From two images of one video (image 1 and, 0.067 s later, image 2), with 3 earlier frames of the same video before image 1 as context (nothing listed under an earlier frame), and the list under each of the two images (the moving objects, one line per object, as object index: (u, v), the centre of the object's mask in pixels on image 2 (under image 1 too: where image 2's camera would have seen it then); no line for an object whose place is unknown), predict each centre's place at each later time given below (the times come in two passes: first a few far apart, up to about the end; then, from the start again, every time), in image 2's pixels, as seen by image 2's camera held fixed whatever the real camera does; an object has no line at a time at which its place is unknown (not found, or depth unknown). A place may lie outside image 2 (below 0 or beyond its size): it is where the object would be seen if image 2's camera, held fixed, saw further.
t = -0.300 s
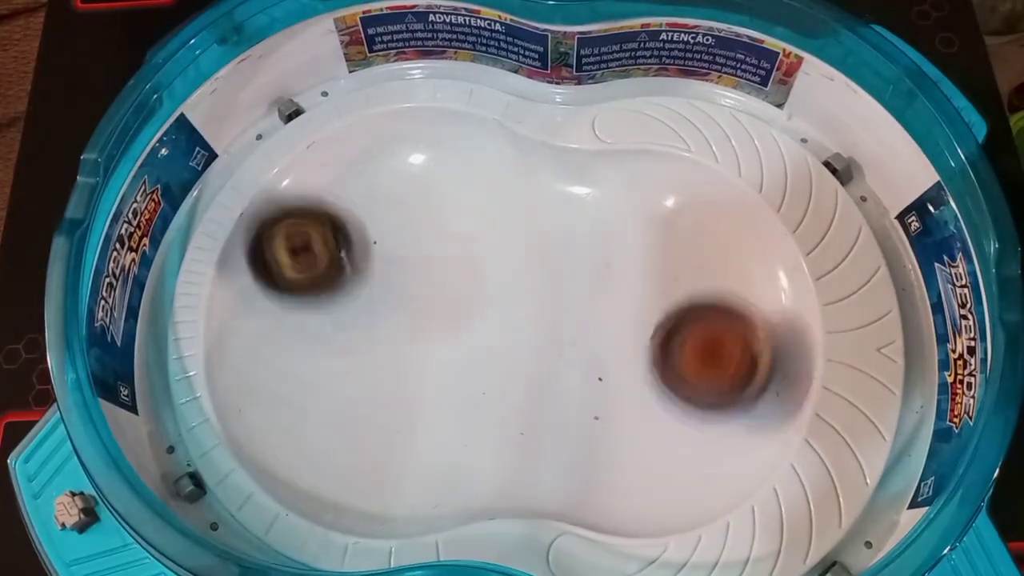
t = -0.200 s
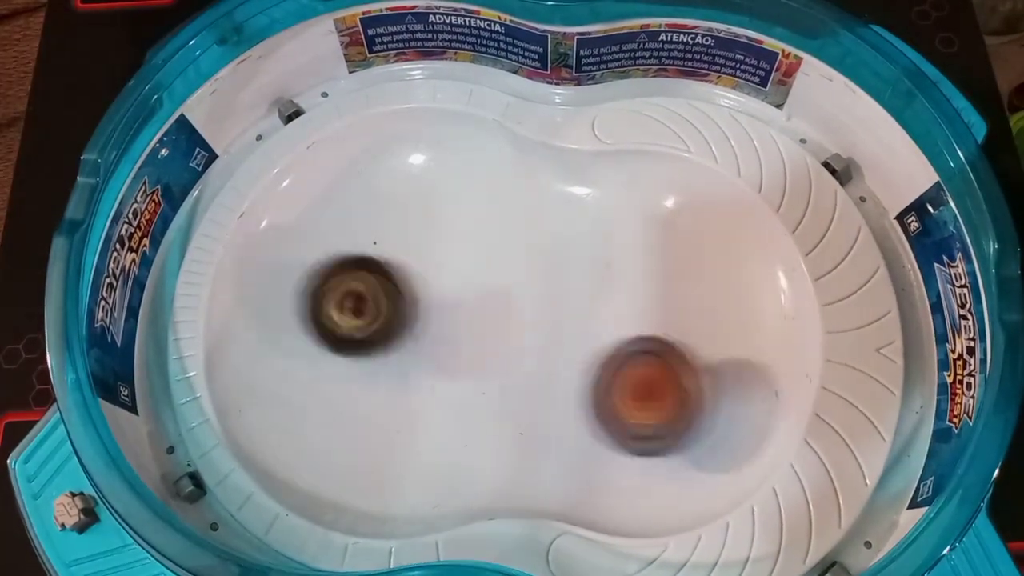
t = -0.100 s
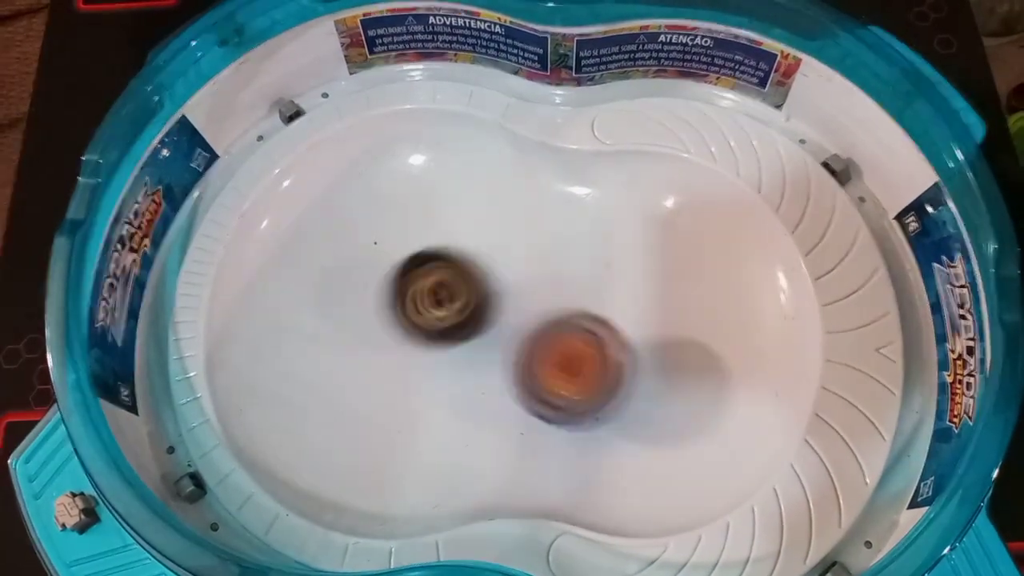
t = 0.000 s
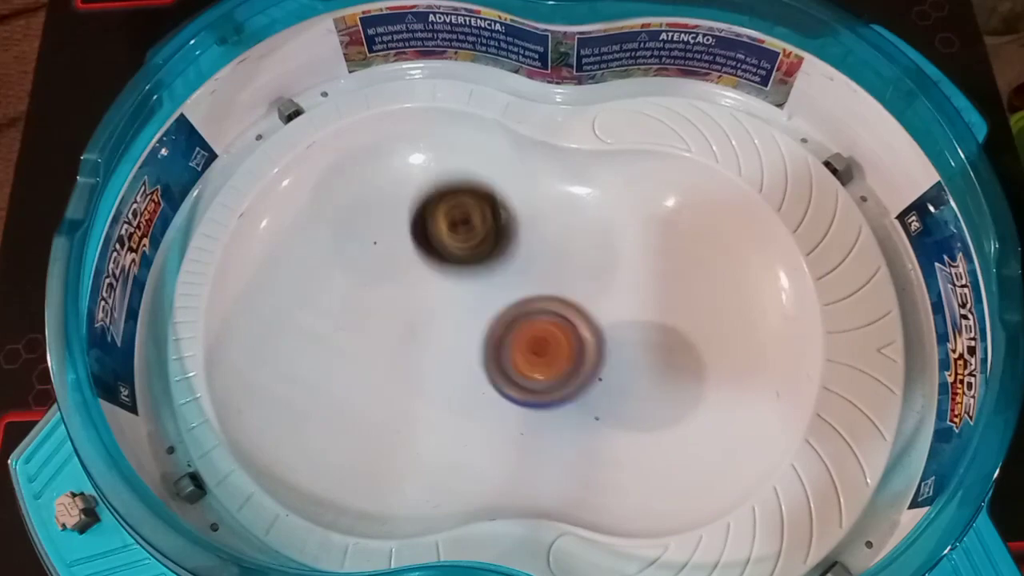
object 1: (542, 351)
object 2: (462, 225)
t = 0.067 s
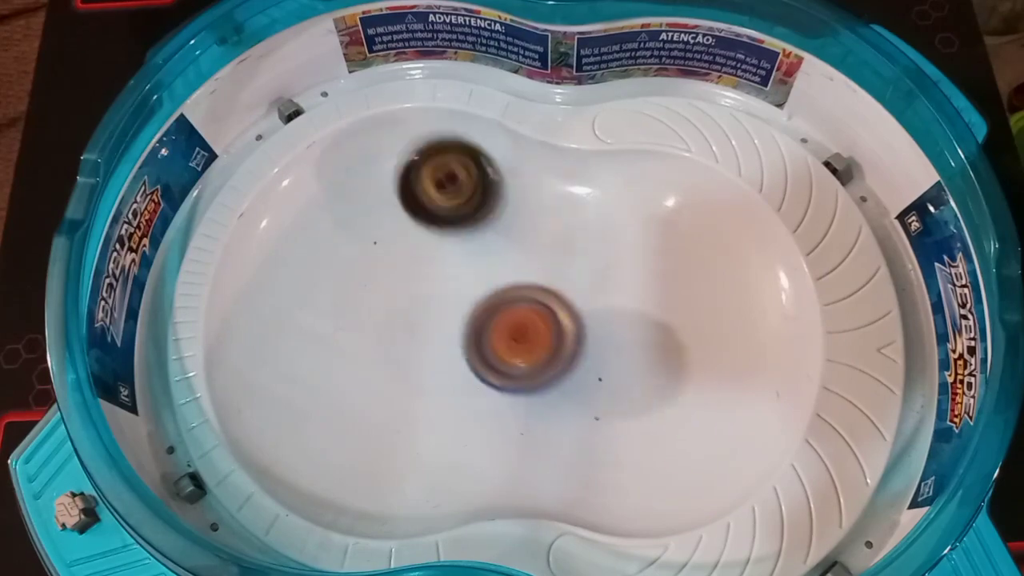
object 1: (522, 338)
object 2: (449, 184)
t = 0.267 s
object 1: (535, 291)
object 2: (369, 177)
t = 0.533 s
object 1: (671, 296)
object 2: (387, 313)
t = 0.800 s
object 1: (604, 339)
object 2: (470, 372)
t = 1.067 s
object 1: (699, 320)
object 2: (485, 388)
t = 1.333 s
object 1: (598, 335)
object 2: (449, 309)
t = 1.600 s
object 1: (597, 271)
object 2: (331, 253)
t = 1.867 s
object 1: (663, 297)
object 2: (334, 297)
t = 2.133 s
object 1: (540, 335)
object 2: (447, 270)
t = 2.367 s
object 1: (393, 364)
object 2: (438, 228)
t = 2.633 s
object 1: (323, 259)
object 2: (432, 222)
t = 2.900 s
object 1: (378, 230)
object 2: (523, 212)
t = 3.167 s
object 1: (361, 343)
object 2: (644, 359)
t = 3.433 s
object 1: (328, 332)
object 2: (743, 364)
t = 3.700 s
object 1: (413, 377)
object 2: (582, 368)
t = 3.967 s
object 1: (360, 404)
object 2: (448, 313)
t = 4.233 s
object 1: (426, 336)
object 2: (314, 180)
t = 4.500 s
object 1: (515, 325)
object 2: (383, 267)
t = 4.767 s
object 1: (630, 283)
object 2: (518, 260)
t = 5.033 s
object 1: (731, 309)
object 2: (618, 372)
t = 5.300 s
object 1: (703, 344)
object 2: (657, 466)
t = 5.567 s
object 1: (654, 239)
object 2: (554, 376)
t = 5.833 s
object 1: (670, 227)
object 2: (385, 175)
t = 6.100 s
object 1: (564, 296)
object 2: (322, 267)
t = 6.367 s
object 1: (513, 372)
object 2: (378, 347)
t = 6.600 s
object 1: (492, 416)
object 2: (363, 383)
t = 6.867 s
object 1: (470, 418)
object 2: (377, 349)
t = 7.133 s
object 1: (505, 333)
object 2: (388, 254)
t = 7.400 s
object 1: (542, 250)
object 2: (431, 217)
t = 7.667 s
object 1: (583, 210)
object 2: (451, 251)
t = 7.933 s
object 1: (594, 247)
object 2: (410, 345)
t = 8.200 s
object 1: (535, 340)
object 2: (357, 375)
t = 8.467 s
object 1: (457, 409)
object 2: (367, 336)
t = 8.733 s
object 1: (413, 452)
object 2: (432, 240)
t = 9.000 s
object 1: (415, 381)
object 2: (467, 209)
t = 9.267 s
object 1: (427, 330)
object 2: (436, 224)
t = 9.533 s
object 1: (400, 302)
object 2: (377, 193)
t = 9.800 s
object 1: (412, 336)
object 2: (353, 221)
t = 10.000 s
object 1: (402, 375)
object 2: (388, 258)
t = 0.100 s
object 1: (514, 330)
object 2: (438, 171)
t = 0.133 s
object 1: (512, 321)
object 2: (424, 162)
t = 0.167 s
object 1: (512, 311)
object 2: (409, 159)
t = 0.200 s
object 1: (516, 303)
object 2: (392, 159)
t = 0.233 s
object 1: (523, 296)
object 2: (381, 167)
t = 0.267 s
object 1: (535, 291)
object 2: (369, 177)
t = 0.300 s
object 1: (549, 288)
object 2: (360, 191)
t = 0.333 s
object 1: (566, 287)
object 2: (350, 205)
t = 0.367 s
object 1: (583, 286)
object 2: (353, 225)
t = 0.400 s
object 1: (601, 286)
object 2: (351, 243)
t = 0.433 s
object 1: (620, 288)
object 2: (356, 261)
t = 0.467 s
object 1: (638, 289)
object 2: (365, 280)
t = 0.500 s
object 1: (656, 290)
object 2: (375, 297)
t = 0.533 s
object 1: (671, 296)
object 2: (387, 313)
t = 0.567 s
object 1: (680, 308)
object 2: (401, 326)
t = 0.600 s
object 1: (681, 324)
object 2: (416, 335)
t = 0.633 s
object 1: (675, 342)
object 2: (430, 341)
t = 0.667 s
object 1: (659, 354)
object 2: (444, 346)
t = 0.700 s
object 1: (639, 357)
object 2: (459, 351)
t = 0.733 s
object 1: (617, 354)
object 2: (475, 357)
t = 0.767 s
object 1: (600, 348)
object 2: (482, 363)
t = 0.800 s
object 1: (604, 339)
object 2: (470, 372)
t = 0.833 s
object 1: (609, 331)
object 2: (464, 380)
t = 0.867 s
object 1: (617, 323)
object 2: (464, 384)
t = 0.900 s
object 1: (628, 315)
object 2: (469, 388)
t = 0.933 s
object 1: (643, 308)
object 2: (476, 392)
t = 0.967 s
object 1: (659, 303)
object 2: (481, 395)
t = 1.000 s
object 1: (677, 302)
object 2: (482, 394)
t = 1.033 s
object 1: (691, 309)
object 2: (484, 392)
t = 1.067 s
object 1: (699, 320)
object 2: (485, 388)
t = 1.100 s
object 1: (701, 336)
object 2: (485, 383)
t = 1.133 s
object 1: (696, 353)
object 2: (484, 377)
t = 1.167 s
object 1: (684, 367)
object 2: (484, 371)
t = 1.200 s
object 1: (665, 374)
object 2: (482, 362)
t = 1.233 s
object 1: (645, 371)
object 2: (478, 350)
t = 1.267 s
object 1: (626, 361)
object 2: (471, 338)
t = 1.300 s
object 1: (610, 348)
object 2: (461, 323)
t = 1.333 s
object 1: (598, 335)
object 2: (449, 309)
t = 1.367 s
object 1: (589, 324)
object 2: (435, 294)
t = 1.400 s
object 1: (582, 313)
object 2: (421, 282)
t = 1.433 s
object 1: (577, 303)
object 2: (406, 270)
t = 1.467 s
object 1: (575, 295)
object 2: (390, 260)
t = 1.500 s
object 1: (576, 287)
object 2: (374, 253)
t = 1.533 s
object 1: (580, 280)
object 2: (358, 249)
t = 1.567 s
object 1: (587, 274)
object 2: (343, 249)
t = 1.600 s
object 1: (597, 271)
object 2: (331, 253)
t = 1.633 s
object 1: (608, 268)
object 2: (317, 257)
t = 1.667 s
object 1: (620, 266)
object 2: (311, 262)
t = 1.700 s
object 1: (633, 266)
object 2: (309, 268)
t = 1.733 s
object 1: (644, 267)
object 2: (309, 274)
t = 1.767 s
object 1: (654, 270)
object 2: (311, 280)
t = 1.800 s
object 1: (661, 276)
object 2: (317, 287)
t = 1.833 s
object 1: (664, 286)
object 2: (324, 293)
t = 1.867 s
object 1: (663, 297)
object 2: (334, 297)
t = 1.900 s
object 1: (657, 307)
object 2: (347, 301)
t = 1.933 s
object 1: (647, 316)
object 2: (365, 303)
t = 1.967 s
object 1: (633, 321)
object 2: (382, 302)
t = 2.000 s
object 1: (615, 324)
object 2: (398, 300)
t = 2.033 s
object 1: (596, 326)
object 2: (413, 295)
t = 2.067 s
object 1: (577, 329)
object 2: (428, 289)
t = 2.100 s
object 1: (558, 332)
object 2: (440, 281)
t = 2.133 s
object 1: (540, 335)
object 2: (447, 270)
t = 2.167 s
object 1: (526, 341)
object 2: (447, 259)
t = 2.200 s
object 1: (506, 348)
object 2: (445, 252)
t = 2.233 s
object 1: (486, 351)
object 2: (444, 245)
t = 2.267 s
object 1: (464, 354)
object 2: (443, 240)
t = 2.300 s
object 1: (441, 358)
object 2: (441, 236)
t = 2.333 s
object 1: (417, 362)
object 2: (439, 232)
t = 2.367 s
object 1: (393, 364)
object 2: (438, 228)
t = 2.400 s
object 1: (373, 358)
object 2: (435, 225)
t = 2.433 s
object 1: (358, 346)
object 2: (431, 223)
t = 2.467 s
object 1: (347, 331)
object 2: (427, 224)
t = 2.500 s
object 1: (340, 314)
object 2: (422, 227)
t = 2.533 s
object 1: (334, 298)
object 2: (420, 229)
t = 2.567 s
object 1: (325, 288)
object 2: (428, 224)
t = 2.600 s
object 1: (322, 276)
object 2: (432, 222)
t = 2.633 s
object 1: (323, 259)
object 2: (432, 222)
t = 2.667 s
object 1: (326, 244)
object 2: (435, 221)
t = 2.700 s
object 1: (332, 234)
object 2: (442, 217)
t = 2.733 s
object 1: (340, 225)
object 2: (449, 215)
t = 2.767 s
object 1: (349, 220)
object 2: (459, 213)
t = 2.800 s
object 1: (358, 217)
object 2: (474, 211)
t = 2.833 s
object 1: (362, 218)
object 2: (492, 209)
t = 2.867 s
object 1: (370, 222)
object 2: (507, 209)
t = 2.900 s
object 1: (378, 230)
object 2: (523, 212)
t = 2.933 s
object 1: (384, 242)
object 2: (536, 221)
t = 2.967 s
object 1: (388, 257)
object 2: (548, 234)
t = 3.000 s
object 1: (388, 272)
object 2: (558, 252)
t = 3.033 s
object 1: (386, 289)
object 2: (570, 272)
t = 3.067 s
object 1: (382, 305)
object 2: (584, 292)
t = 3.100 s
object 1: (376, 319)
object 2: (603, 314)
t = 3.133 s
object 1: (369, 331)
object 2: (622, 336)
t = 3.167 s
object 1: (361, 343)
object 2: (644, 359)
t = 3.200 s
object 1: (351, 352)
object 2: (667, 383)
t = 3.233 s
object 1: (341, 357)
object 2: (690, 403)
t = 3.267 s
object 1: (332, 359)
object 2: (712, 415)
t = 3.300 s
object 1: (318, 358)
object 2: (731, 420)
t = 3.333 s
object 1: (312, 353)
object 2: (746, 415)
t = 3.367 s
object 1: (312, 347)
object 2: (752, 401)
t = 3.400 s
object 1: (320, 339)
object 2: (751, 381)
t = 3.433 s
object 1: (328, 332)
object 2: (743, 364)
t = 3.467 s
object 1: (338, 326)
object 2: (729, 352)
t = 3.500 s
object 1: (354, 325)
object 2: (711, 344)
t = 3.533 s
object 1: (368, 328)
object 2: (691, 341)
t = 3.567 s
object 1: (382, 334)
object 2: (670, 341)
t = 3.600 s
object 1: (393, 342)
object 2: (649, 345)
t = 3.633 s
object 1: (403, 352)
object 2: (626, 352)
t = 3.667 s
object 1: (410, 365)
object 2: (603, 361)
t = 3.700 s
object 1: (413, 377)
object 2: (582, 368)
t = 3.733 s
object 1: (414, 391)
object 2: (561, 371)
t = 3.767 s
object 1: (412, 404)
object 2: (543, 371)
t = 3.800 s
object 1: (407, 416)
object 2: (525, 370)
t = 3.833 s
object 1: (398, 423)
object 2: (507, 366)
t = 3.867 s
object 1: (388, 424)
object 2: (489, 359)
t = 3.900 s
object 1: (378, 420)
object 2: (472, 349)
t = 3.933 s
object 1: (368, 414)
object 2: (460, 332)
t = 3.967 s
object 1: (360, 404)
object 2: (448, 313)
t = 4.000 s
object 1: (356, 388)
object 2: (433, 293)
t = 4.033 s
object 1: (358, 373)
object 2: (415, 274)
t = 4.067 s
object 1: (364, 356)
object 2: (398, 256)
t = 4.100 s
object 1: (374, 348)
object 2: (382, 237)
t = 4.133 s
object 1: (388, 340)
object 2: (365, 215)
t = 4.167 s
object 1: (401, 336)
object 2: (347, 198)
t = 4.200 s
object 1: (414, 335)
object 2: (330, 185)
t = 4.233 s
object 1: (426, 336)
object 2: (314, 180)
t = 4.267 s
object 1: (437, 338)
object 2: (303, 184)
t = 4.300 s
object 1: (450, 340)
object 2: (300, 198)
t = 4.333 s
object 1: (461, 341)
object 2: (303, 216)
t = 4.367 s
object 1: (470, 341)
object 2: (313, 233)
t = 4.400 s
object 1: (480, 339)
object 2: (327, 248)
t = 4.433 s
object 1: (491, 336)
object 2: (345, 258)
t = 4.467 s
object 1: (503, 330)
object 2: (364, 264)
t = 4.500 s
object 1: (515, 325)
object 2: (383, 267)
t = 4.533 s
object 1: (528, 319)
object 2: (403, 268)
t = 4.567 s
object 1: (542, 312)
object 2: (424, 266)
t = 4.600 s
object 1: (555, 307)
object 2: (445, 261)
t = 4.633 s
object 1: (569, 301)
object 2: (464, 256)
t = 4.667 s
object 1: (584, 296)
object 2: (481, 253)
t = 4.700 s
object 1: (601, 291)
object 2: (495, 252)
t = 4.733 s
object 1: (617, 287)
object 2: (507, 255)
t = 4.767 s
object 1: (630, 283)
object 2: (518, 260)
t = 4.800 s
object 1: (646, 278)
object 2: (528, 268)
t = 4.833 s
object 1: (660, 275)
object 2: (540, 277)
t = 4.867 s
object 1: (676, 274)
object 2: (552, 289)
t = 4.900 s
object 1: (689, 276)
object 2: (566, 302)
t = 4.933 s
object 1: (701, 281)
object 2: (580, 317)
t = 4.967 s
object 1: (712, 289)
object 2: (595, 333)
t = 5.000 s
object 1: (719, 301)
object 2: (610, 350)
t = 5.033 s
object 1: (731, 309)
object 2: (618, 372)
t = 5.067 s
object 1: (747, 309)
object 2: (614, 405)
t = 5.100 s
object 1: (751, 312)
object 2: (617, 432)
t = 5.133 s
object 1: (752, 321)
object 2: (625, 457)
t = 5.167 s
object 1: (752, 336)
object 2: (636, 475)
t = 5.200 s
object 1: (743, 349)
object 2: (651, 477)
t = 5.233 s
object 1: (730, 361)
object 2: (664, 467)
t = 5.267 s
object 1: (713, 359)
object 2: (665, 465)
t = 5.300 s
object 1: (703, 344)
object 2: (657, 466)
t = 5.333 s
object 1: (691, 331)
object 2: (651, 462)
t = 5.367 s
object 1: (682, 318)
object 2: (643, 454)
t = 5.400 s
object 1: (675, 304)
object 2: (633, 444)
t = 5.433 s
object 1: (669, 291)
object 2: (621, 433)
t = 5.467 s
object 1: (664, 277)
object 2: (606, 421)
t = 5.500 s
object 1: (660, 264)
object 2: (590, 409)
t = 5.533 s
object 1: (656, 251)
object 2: (572, 394)
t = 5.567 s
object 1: (654, 239)
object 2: (554, 376)
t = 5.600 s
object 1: (653, 228)
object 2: (534, 355)
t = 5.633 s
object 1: (654, 218)
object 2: (514, 331)
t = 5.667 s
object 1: (657, 210)
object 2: (494, 307)
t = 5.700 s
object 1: (662, 205)
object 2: (473, 280)
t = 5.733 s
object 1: (669, 205)
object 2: (450, 252)
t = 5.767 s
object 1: (674, 209)
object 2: (429, 224)
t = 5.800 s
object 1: (674, 218)
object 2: (408, 198)
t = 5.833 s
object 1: (670, 227)
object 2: (385, 175)
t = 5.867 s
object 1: (660, 237)
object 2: (362, 156)
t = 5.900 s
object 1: (649, 245)
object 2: (339, 147)
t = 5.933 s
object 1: (635, 253)
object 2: (319, 152)
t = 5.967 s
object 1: (622, 259)
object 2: (305, 168)
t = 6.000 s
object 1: (608, 266)
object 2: (300, 195)
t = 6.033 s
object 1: (592, 277)
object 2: (303, 223)
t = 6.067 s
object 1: (579, 286)
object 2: (311, 248)
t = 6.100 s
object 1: (564, 296)
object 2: (322, 267)
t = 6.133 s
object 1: (550, 306)
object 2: (335, 282)
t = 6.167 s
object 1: (535, 318)
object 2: (349, 295)
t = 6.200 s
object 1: (520, 327)
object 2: (365, 307)
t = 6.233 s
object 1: (507, 337)
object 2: (382, 317)
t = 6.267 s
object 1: (501, 347)
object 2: (388, 325)
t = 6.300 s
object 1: (512, 358)
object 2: (381, 332)
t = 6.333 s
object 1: (516, 366)
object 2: (378, 339)
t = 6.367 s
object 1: (513, 372)
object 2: (378, 347)
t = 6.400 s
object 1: (506, 378)
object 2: (379, 358)
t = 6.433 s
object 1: (497, 384)
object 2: (380, 366)
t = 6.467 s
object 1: (494, 390)
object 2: (376, 371)
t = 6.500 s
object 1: (496, 396)
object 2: (370, 374)
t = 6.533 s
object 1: (495, 401)
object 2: (367, 378)
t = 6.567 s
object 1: (493, 408)
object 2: (364, 382)
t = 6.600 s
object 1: (492, 416)
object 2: (363, 383)
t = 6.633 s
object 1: (491, 423)
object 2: (364, 383)
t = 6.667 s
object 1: (489, 430)
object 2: (362, 383)
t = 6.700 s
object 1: (485, 434)
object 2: (364, 380)
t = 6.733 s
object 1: (482, 434)
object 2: (366, 377)
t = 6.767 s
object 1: (477, 431)
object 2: (367, 372)
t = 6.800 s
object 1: (471, 428)
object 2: (370, 367)
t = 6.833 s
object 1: (465, 425)
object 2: (373, 359)
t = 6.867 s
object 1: (470, 418)
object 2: (377, 349)
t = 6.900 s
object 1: (477, 414)
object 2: (373, 334)
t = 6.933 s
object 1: (482, 406)
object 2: (373, 322)
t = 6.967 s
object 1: (485, 396)
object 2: (373, 310)
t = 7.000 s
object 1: (487, 383)
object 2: (374, 298)
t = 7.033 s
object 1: (491, 371)
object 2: (376, 286)
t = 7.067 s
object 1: (495, 358)
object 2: (380, 275)
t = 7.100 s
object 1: (500, 346)
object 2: (384, 264)
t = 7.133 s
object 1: (505, 333)
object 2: (388, 254)
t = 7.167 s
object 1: (510, 322)
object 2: (392, 245)
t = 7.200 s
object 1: (515, 310)
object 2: (397, 237)
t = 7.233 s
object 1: (520, 298)
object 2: (403, 231)
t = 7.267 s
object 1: (525, 287)
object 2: (409, 226)
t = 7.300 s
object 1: (529, 276)
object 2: (414, 222)
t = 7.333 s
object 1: (534, 266)
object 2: (419, 219)
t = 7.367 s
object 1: (538, 258)
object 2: (425, 218)
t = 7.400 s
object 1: (542, 250)
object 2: (431, 217)
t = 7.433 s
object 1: (547, 243)
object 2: (438, 217)
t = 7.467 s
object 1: (551, 237)
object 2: (442, 219)
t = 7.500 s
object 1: (556, 232)
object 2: (446, 220)
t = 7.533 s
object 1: (561, 228)
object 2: (449, 224)
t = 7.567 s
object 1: (566, 224)
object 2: (451, 228)
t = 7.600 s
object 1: (572, 219)
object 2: (453, 234)
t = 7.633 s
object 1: (578, 214)
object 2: (453, 242)
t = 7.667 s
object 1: (583, 210)
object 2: (451, 251)
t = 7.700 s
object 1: (587, 209)
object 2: (447, 262)
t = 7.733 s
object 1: (591, 210)
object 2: (443, 274)
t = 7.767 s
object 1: (595, 211)
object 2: (440, 287)
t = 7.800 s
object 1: (597, 213)
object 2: (436, 299)
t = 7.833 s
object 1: (598, 219)
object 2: (430, 312)
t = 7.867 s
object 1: (599, 226)
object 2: (423, 324)
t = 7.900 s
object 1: (597, 235)
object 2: (416, 335)
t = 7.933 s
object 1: (594, 247)
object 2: (410, 345)
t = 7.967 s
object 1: (589, 259)
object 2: (403, 352)
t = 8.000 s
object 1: (583, 272)
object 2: (396, 359)
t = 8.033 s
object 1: (576, 285)
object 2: (388, 365)
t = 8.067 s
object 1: (569, 297)
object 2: (380, 370)
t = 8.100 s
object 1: (560, 309)
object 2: (373, 373)
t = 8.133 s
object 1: (553, 320)
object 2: (367, 375)
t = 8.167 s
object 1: (544, 330)
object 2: (362, 375)
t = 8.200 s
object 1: (535, 340)
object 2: (357, 375)
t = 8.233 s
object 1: (527, 350)
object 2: (355, 374)
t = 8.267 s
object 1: (517, 358)
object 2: (354, 372)
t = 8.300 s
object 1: (507, 365)
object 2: (354, 369)
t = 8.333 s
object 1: (496, 373)
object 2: (356, 365)
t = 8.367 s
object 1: (485, 382)
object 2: (358, 361)
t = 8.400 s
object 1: (474, 390)
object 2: (361, 354)
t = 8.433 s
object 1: (462, 397)
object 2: (364, 347)
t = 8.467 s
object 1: (457, 409)
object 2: (367, 336)
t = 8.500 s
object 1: (454, 421)
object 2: (371, 321)
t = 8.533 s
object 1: (449, 431)
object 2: (380, 309)
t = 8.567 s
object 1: (445, 438)
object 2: (388, 296)
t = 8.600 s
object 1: (439, 444)
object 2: (396, 284)
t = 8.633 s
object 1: (433, 449)
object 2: (405, 273)
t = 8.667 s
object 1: (426, 451)
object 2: (414, 261)
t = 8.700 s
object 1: (419, 452)
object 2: (423, 250)
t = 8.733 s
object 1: (413, 452)
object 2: (432, 240)
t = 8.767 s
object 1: (404, 451)
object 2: (442, 230)
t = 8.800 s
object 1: (397, 446)
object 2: (449, 221)
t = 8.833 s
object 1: (392, 437)
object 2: (457, 215)
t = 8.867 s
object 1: (397, 426)
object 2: (462, 210)
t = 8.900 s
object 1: (401, 413)
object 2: (465, 207)
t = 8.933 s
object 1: (406, 401)
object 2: (467, 207)
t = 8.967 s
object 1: (410, 391)
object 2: (467, 207)
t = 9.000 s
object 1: (415, 381)
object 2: (467, 209)
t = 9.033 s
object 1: (419, 370)
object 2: (467, 215)
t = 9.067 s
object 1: (422, 358)
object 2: (466, 220)
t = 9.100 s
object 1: (425, 347)
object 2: (462, 227)
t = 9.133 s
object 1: (425, 341)
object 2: (458, 232)
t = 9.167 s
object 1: (427, 346)
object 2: (456, 229)
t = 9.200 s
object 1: (428, 343)
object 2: (451, 228)
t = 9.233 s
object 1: (429, 335)
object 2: (442, 228)
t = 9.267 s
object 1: (427, 330)
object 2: (436, 224)
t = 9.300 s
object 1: (423, 327)
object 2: (429, 218)
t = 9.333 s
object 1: (421, 321)
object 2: (421, 215)
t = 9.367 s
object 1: (417, 318)
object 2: (413, 208)
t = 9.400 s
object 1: (414, 317)
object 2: (407, 201)
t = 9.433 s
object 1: (410, 314)
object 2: (398, 196)
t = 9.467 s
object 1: (408, 311)
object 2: (391, 192)
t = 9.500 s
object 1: (402, 307)
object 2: (384, 191)
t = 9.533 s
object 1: (400, 302)
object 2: (377, 193)
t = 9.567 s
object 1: (403, 297)
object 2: (372, 193)
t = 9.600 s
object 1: (407, 300)
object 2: (365, 187)
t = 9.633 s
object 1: (411, 305)
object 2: (355, 185)
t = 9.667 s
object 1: (413, 311)
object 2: (350, 188)
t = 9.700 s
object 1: (416, 318)
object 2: (347, 193)
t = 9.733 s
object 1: (413, 325)
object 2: (347, 201)
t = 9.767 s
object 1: (414, 331)
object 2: (349, 212)
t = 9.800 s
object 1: (412, 336)
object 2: (353, 221)
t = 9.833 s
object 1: (408, 340)
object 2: (359, 231)
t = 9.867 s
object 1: (406, 343)
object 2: (365, 243)
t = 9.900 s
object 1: (405, 350)
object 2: (371, 247)
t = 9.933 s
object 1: (402, 361)
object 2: (377, 249)
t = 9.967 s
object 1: (404, 369)
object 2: (383, 254)
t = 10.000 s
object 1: (402, 375)
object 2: (388, 258)
